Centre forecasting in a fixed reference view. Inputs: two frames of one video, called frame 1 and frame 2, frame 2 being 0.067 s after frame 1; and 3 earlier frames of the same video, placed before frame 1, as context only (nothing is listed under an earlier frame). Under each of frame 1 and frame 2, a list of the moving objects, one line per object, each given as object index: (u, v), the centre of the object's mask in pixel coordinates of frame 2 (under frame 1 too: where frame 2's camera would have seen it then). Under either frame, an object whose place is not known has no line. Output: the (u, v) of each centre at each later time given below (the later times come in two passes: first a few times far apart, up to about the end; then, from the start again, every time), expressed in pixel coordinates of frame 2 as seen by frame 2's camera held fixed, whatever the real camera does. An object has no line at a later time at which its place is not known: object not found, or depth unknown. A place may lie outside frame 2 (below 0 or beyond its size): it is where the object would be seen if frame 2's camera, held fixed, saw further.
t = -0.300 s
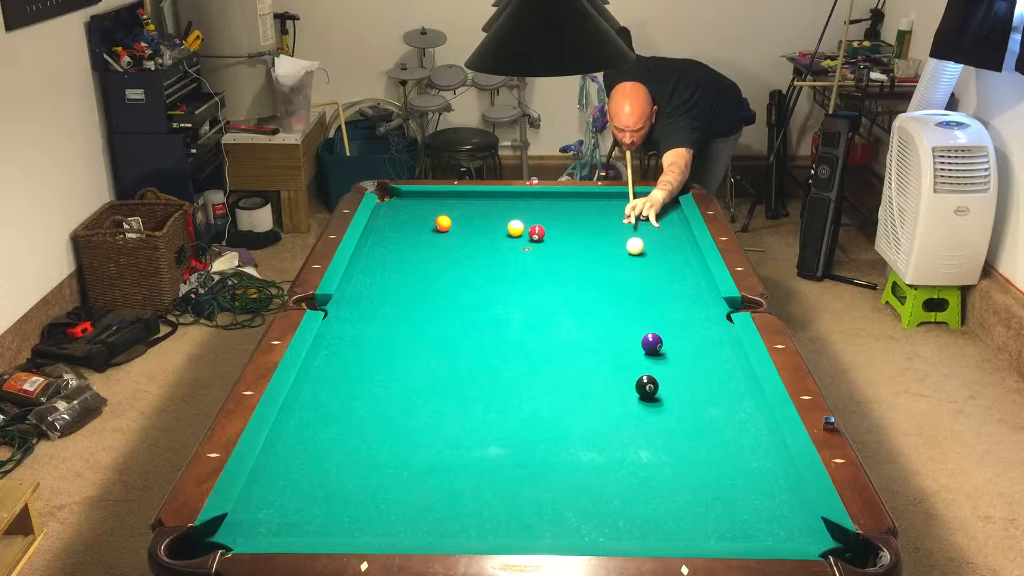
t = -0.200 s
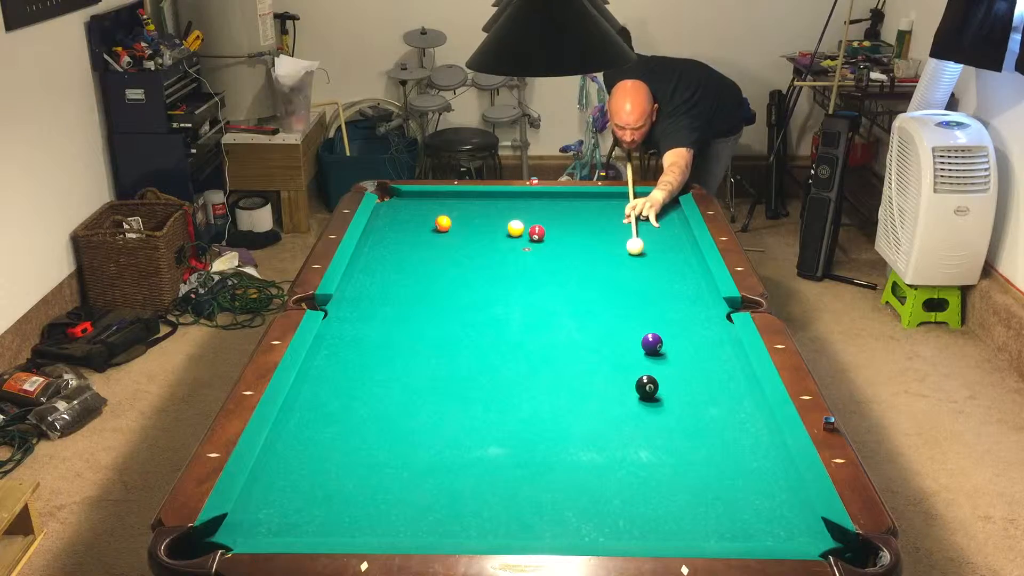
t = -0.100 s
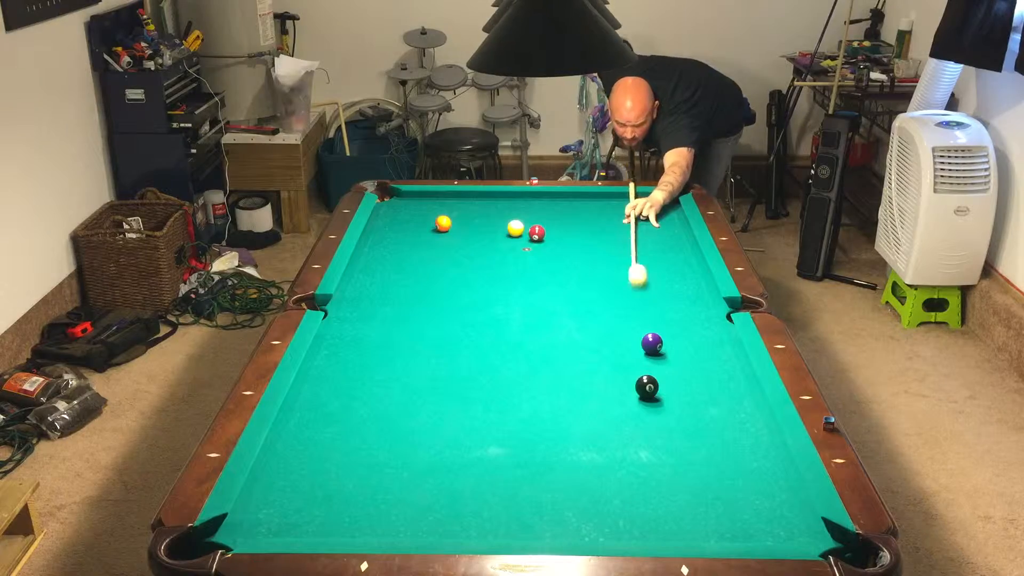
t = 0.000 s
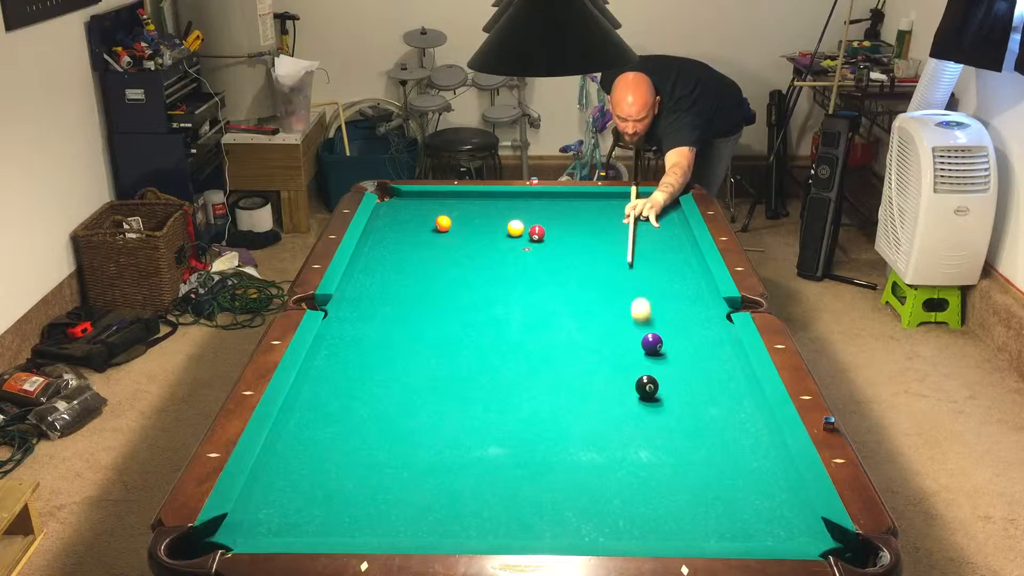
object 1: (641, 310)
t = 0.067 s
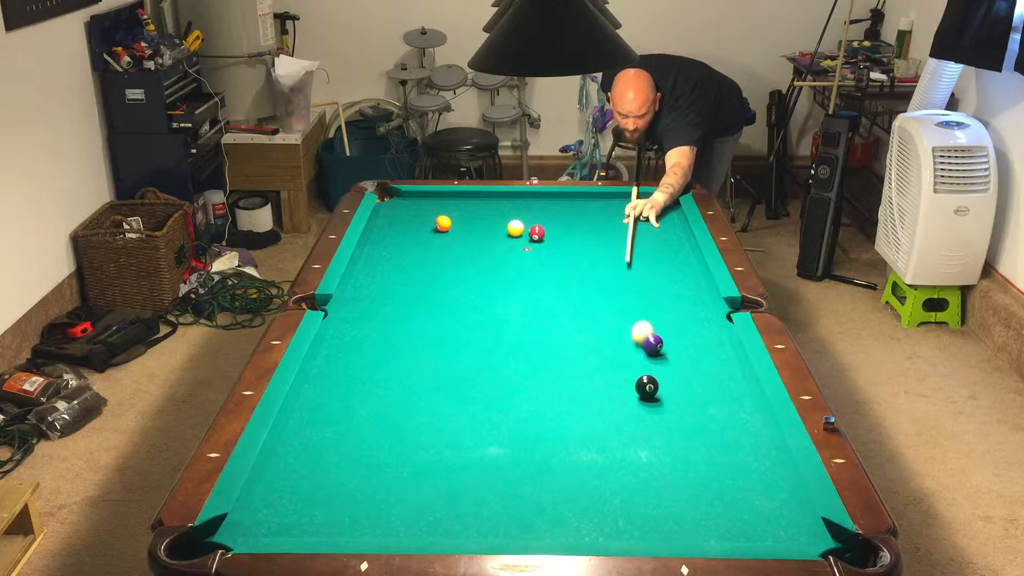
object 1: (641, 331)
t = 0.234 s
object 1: (616, 337)
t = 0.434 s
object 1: (588, 340)
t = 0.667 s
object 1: (557, 344)
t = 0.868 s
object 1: (531, 346)
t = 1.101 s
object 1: (503, 349)
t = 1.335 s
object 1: (477, 351)
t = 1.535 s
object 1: (456, 353)
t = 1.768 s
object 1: (433, 355)
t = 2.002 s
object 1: (413, 357)
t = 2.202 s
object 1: (397, 358)
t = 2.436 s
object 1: (380, 360)
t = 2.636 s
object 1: (368, 361)
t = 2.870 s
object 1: (356, 362)
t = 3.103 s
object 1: (346, 363)
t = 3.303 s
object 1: (340, 364)
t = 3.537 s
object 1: (335, 364)
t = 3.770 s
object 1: (332, 364)
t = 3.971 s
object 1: (332, 364)
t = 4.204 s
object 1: (332, 364)
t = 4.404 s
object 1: (332, 364)
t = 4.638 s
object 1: (332, 364)
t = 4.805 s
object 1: (332, 364)
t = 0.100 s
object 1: (636, 336)
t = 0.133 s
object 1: (631, 336)
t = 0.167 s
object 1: (626, 337)
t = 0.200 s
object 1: (621, 337)
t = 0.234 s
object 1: (616, 337)
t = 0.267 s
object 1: (611, 338)
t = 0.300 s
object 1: (607, 338)
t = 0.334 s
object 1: (602, 339)
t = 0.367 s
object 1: (597, 339)
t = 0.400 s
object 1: (593, 340)
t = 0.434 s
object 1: (588, 340)
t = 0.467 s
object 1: (583, 341)
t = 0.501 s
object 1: (579, 341)
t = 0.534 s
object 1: (574, 341)
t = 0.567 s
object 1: (570, 342)
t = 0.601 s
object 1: (565, 343)
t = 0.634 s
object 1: (561, 343)
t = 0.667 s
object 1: (557, 344)
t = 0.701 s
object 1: (552, 344)
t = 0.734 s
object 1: (548, 345)
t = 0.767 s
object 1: (543, 345)
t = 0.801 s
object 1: (539, 345)
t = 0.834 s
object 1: (535, 345)
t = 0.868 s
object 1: (531, 346)
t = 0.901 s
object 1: (527, 346)
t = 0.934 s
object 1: (523, 347)
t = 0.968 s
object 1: (519, 347)
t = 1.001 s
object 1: (515, 348)
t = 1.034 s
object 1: (511, 348)
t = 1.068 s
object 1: (507, 348)
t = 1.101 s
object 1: (503, 349)
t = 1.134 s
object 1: (499, 349)
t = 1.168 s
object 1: (495, 349)
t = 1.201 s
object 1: (491, 350)
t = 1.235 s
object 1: (488, 350)
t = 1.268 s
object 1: (484, 351)
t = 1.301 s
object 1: (480, 351)
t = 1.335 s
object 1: (477, 351)
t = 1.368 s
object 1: (473, 351)
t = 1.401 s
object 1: (470, 352)
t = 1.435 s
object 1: (466, 352)
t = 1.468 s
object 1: (462, 353)
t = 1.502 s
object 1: (459, 353)
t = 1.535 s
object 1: (456, 353)
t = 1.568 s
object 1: (452, 354)
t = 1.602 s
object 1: (449, 354)
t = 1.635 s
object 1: (446, 354)
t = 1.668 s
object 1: (443, 354)
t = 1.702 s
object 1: (439, 355)
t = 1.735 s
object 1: (436, 355)
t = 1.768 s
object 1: (433, 355)
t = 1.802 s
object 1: (430, 355)
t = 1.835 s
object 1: (427, 356)
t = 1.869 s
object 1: (424, 356)
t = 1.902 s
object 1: (421, 356)
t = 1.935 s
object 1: (418, 356)
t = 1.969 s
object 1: (416, 356)
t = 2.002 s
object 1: (413, 357)
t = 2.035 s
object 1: (410, 357)
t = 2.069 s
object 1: (407, 357)
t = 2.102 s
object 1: (404, 358)
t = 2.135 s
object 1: (402, 358)
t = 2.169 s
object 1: (399, 358)
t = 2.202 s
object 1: (397, 358)
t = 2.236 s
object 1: (394, 358)
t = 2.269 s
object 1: (392, 359)
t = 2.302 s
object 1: (390, 359)
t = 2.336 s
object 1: (387, 359)
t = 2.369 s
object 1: (385, 359)
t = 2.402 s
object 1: (382, 360)
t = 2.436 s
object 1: (380, 360)
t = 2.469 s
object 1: (378, 360)
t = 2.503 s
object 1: (376, 360)
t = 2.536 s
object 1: (374, 361)
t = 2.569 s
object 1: (372, 361)
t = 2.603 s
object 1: (370, 361)
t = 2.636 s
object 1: (368, 361)
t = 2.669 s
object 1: (366, 361)
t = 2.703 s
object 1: (364, 362)
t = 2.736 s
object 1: (363, 362)
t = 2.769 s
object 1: (361, 362)
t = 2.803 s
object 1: (359, 362)
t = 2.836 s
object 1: (357, 362)
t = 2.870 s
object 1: (356, 362)
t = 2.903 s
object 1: (354, 363)
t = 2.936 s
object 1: (353, 363)
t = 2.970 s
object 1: (351, 363)
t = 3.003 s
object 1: (350, 363)
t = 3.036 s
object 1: (349, 363)
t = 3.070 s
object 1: (347, 363)
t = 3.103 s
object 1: (346, 363)
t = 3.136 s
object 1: (345, 363)
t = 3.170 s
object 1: (344, 363)
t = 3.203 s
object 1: (343, 363)
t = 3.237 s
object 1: (342, 363)
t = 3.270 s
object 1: (341, 363)
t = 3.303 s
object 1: (340, 364)
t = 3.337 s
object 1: (339, 363)
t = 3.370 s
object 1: (338, 364)
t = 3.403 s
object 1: (338, 364)
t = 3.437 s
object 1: (337, 364)
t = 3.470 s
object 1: (336, 364)
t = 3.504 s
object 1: (336, 364)
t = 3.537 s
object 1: (335, 364)
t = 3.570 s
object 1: (334, 364)
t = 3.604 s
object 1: (334, 364)
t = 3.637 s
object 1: (333, 364)
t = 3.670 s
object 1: (333, 364)
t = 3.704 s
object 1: (333, 364)
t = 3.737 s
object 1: (332, 364)
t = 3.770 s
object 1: (332, 364)
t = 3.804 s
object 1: (332, 364)
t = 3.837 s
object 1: (332, 364)
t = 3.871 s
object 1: (332, 364)
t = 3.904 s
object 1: (332, 364)
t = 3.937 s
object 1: (332, 364)
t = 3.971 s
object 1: (332, 364)
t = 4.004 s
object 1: (332, 364)
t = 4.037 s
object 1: (332, 364)
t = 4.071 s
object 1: (332, 364)
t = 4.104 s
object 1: (332, 364)
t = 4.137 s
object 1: (332, 364)
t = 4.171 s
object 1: (332, 364)
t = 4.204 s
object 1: (332, 364)
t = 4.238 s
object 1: (332, 364)
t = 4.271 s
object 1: (332, 364)
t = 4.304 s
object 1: (332, 364)
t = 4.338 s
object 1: (332, 364)
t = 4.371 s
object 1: (332, 364)
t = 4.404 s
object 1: (332, 364)
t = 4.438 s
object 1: (332, 364)
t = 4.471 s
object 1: (332, 364)
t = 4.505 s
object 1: (332, 364)
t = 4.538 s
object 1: (332, 364)
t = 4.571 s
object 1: (332, 364)
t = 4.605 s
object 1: (332, 364)
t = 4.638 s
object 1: (332, 364)
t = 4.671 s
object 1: (332, 364)
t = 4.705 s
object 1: (332, 364)
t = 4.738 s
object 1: (332, 364)
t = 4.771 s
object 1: (332, 364)
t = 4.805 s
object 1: (332, 364)
